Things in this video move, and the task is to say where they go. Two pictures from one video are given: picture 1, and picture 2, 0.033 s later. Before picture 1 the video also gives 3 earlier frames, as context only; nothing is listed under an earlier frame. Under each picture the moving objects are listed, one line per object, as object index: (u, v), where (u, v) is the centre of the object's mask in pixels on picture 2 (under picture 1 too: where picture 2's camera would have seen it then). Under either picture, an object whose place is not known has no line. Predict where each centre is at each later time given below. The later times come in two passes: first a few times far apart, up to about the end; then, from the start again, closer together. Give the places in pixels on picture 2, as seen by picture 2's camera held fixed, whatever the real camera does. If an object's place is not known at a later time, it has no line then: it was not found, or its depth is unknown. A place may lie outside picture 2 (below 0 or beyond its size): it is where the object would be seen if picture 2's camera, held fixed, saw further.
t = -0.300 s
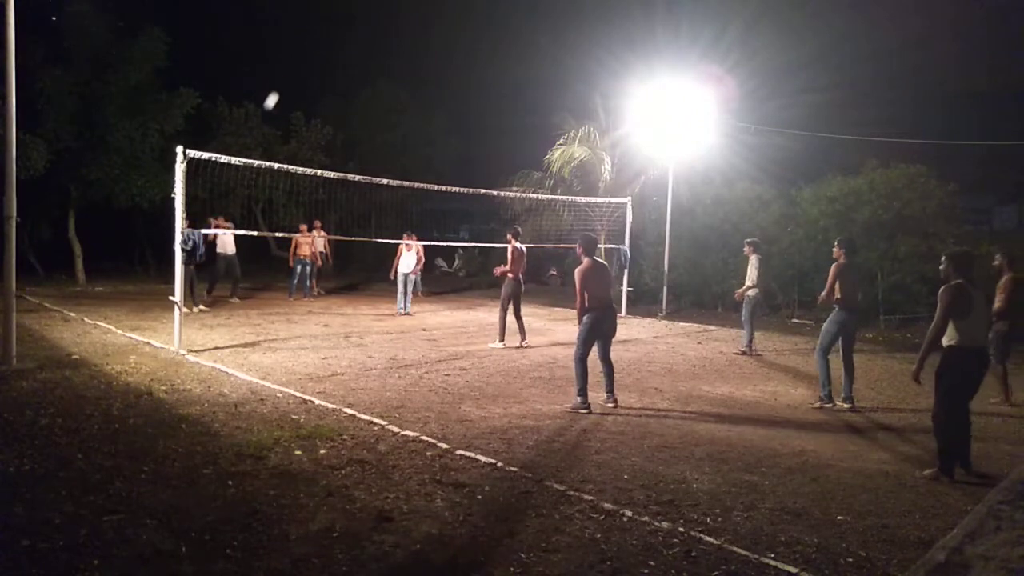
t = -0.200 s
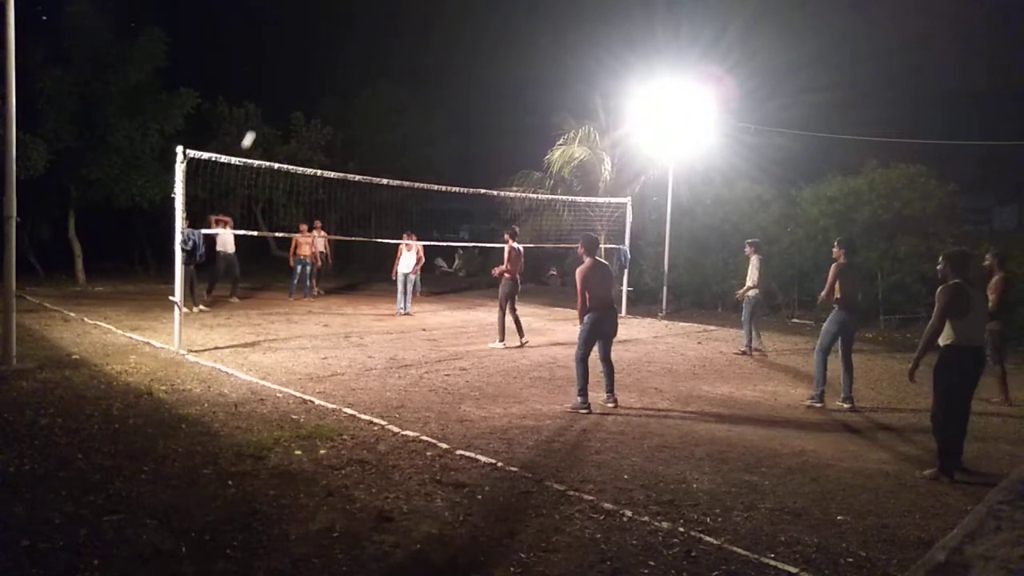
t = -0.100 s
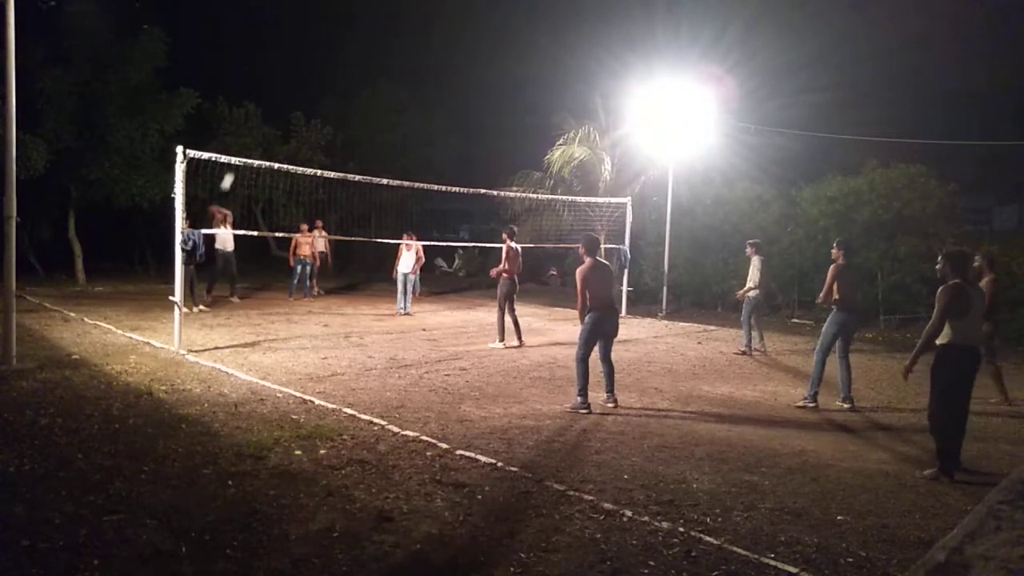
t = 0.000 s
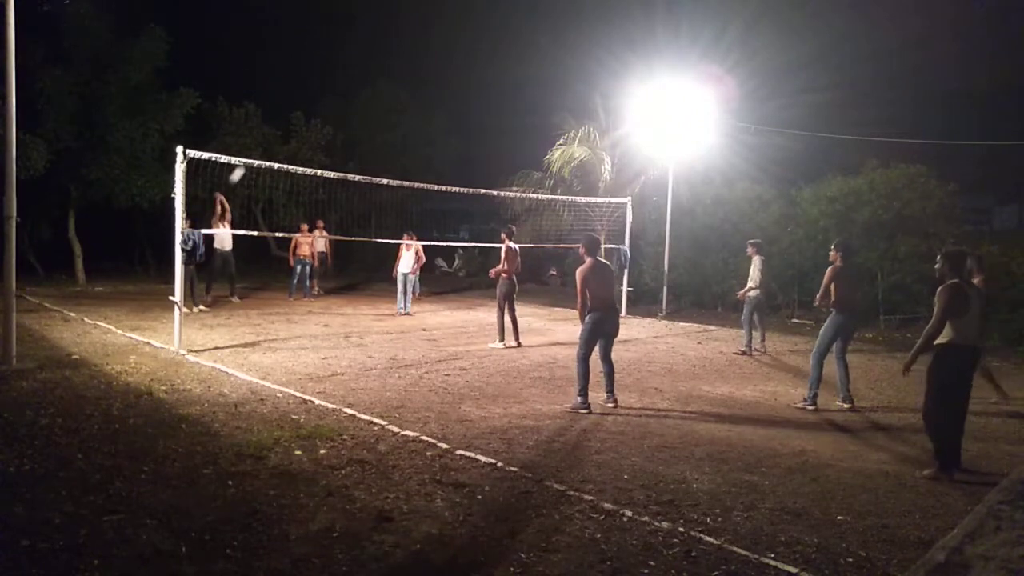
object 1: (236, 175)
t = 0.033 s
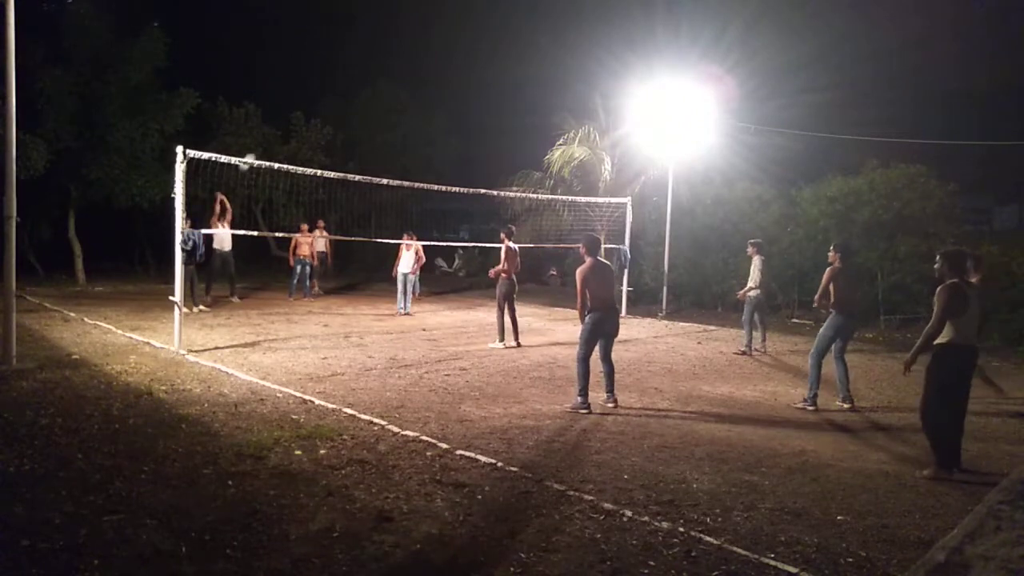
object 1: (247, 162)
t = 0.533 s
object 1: (406, 30)
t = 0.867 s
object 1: (523, 8)
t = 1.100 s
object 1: (608, 31)
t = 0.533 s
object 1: (406, 30)
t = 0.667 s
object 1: (452, 14)
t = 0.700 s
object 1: (464, 11)
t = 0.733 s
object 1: (475, 9)
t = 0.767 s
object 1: (487, 8)
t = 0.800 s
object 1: (499, 7)
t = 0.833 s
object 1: (511, 7)
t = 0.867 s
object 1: (523, 8)
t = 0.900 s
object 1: (535, 9)
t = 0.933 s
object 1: (547, 11)
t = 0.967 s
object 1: (559, 14)
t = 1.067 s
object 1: (596, 26)
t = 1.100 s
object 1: (608, 31)
